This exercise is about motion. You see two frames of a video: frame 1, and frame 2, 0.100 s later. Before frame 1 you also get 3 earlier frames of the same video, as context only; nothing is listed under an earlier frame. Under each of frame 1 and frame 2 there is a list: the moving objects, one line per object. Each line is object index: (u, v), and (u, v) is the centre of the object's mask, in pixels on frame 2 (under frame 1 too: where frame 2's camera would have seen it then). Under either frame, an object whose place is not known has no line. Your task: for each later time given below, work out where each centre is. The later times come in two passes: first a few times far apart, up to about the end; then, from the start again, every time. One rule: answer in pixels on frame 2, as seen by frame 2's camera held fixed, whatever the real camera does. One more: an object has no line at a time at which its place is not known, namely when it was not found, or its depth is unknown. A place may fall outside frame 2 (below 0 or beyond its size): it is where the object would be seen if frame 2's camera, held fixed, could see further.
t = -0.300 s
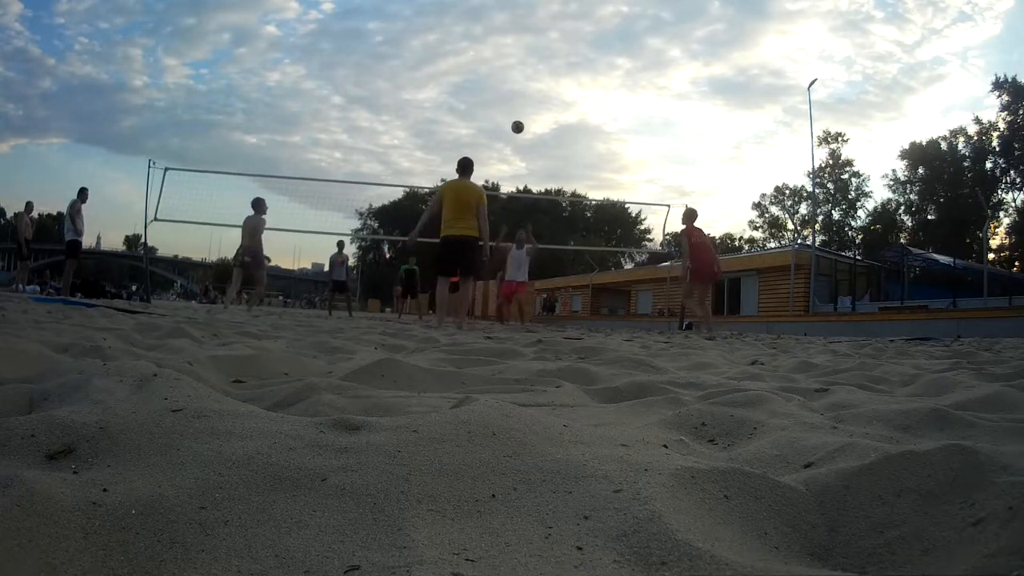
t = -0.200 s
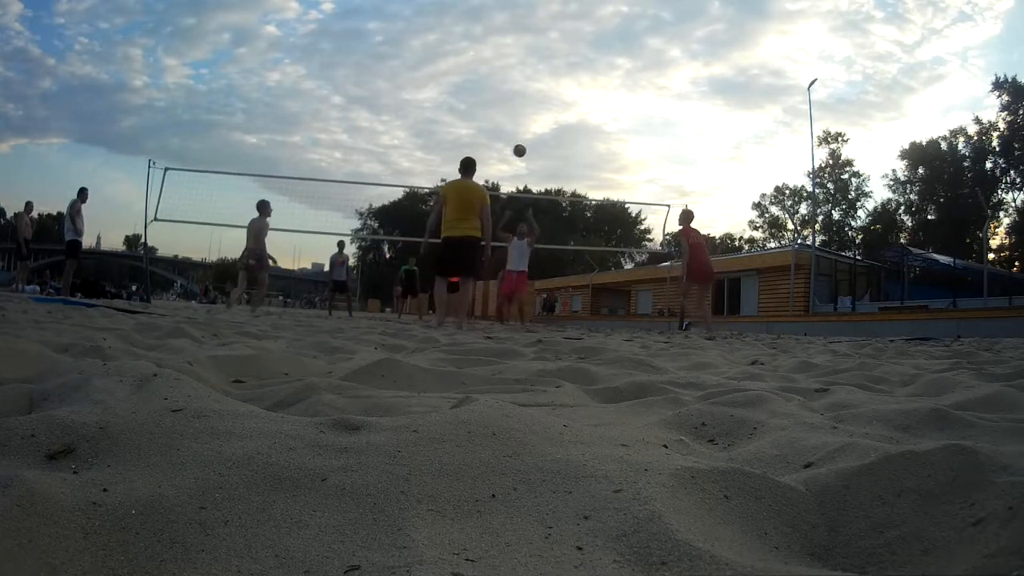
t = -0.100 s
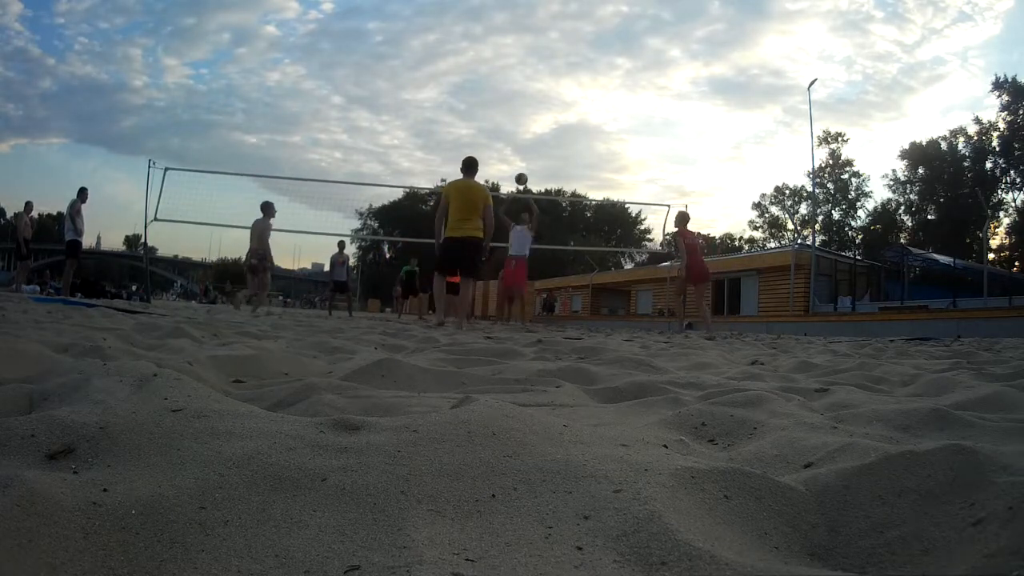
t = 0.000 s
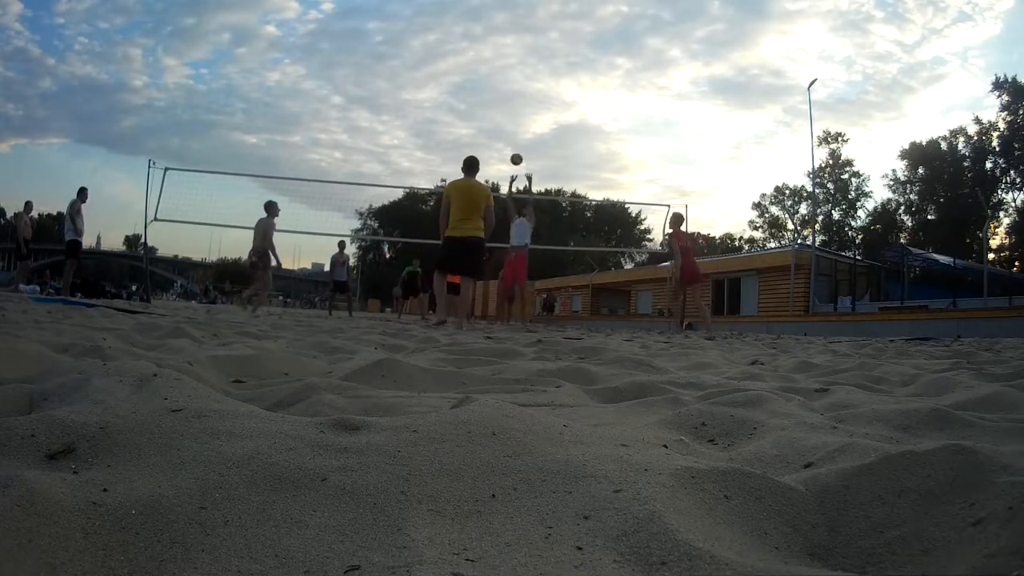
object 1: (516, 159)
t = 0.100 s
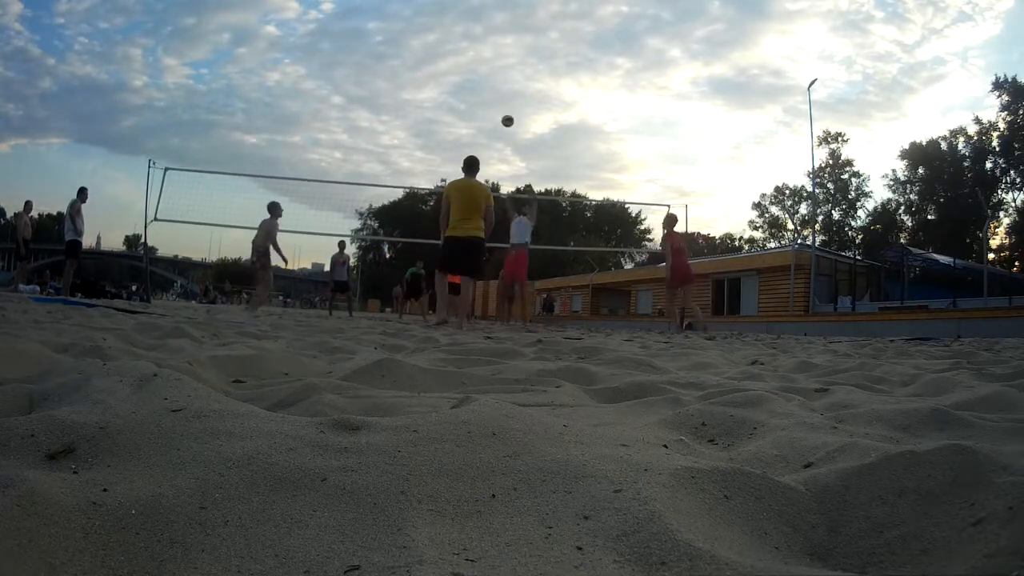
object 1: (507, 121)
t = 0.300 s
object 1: (490, 64)
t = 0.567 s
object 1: (466, 23)
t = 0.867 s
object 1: (435, 22)
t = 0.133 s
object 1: (504, 109)
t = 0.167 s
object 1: (501, 99)
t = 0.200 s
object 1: (498, 89)
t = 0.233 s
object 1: (496, 80)
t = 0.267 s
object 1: (493, 71)
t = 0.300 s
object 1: (490, 64)
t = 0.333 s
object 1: (487, 56)
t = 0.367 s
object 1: (484, 50)
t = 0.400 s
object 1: (481, 44)
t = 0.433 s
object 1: (478, 39)
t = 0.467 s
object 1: (475, 34)
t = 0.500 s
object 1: (472, 30)
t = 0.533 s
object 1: (469, 26)
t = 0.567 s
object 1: (466, 23)
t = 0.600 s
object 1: (462, 21)
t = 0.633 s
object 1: (459, 19)
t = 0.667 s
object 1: (456, 17)
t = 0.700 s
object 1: (453, 17)
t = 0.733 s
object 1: (449, 16)
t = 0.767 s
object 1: (446, 17)
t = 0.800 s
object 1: (442, 18)
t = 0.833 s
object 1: (439, 19)
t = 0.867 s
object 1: (435, 22)
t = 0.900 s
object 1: (431, 24)
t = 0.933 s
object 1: (427, 28)
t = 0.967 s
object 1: (424, 32)
